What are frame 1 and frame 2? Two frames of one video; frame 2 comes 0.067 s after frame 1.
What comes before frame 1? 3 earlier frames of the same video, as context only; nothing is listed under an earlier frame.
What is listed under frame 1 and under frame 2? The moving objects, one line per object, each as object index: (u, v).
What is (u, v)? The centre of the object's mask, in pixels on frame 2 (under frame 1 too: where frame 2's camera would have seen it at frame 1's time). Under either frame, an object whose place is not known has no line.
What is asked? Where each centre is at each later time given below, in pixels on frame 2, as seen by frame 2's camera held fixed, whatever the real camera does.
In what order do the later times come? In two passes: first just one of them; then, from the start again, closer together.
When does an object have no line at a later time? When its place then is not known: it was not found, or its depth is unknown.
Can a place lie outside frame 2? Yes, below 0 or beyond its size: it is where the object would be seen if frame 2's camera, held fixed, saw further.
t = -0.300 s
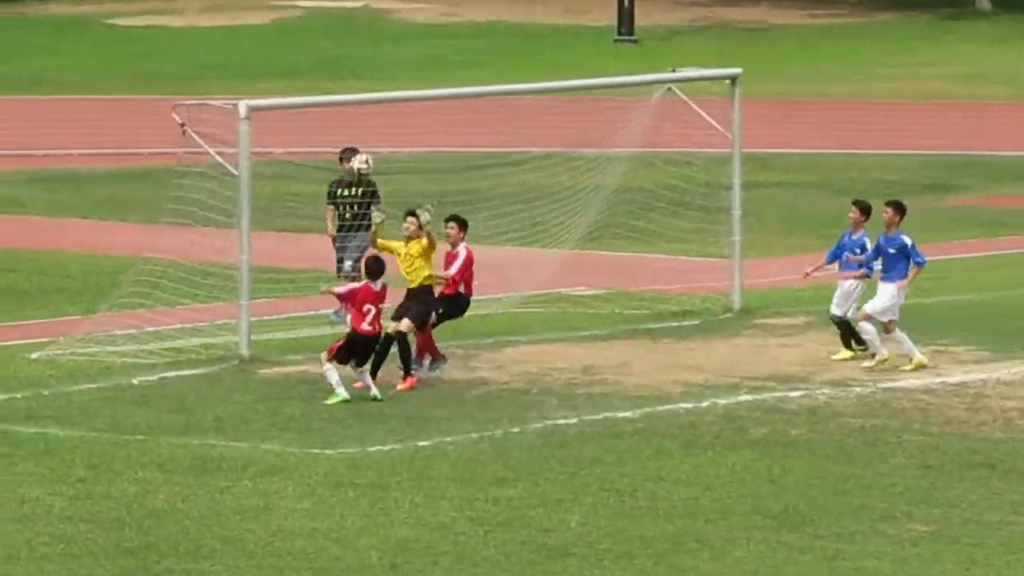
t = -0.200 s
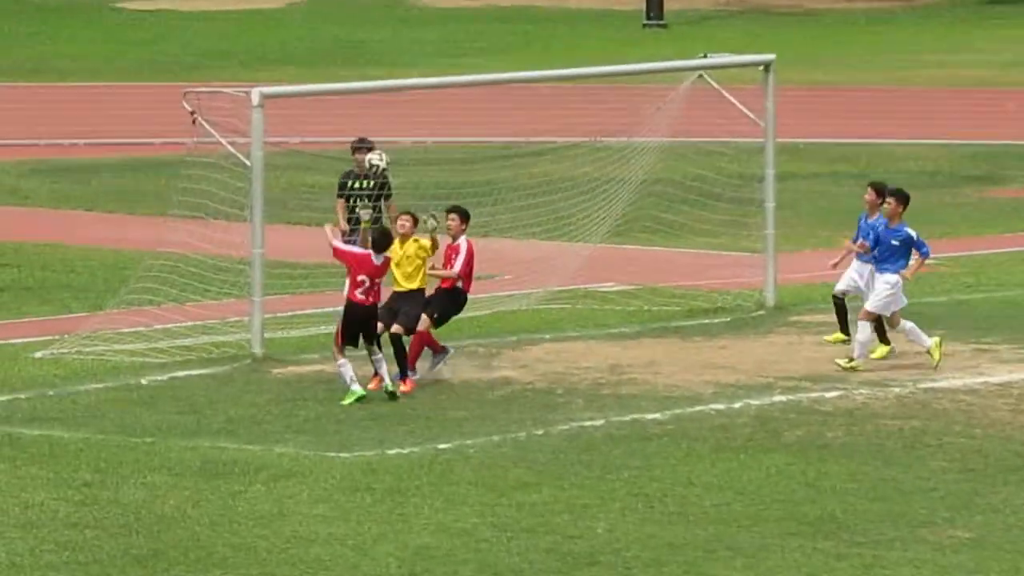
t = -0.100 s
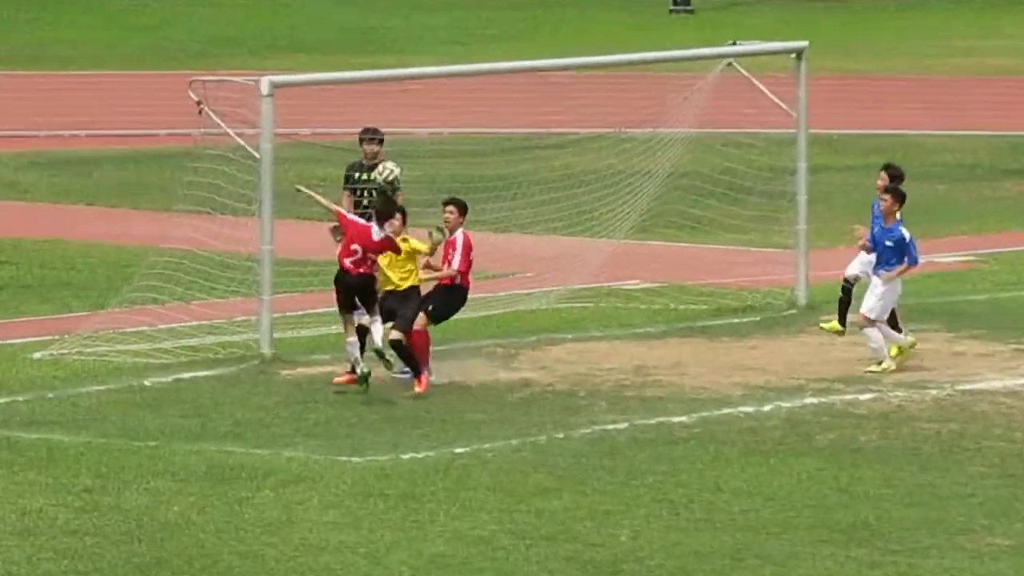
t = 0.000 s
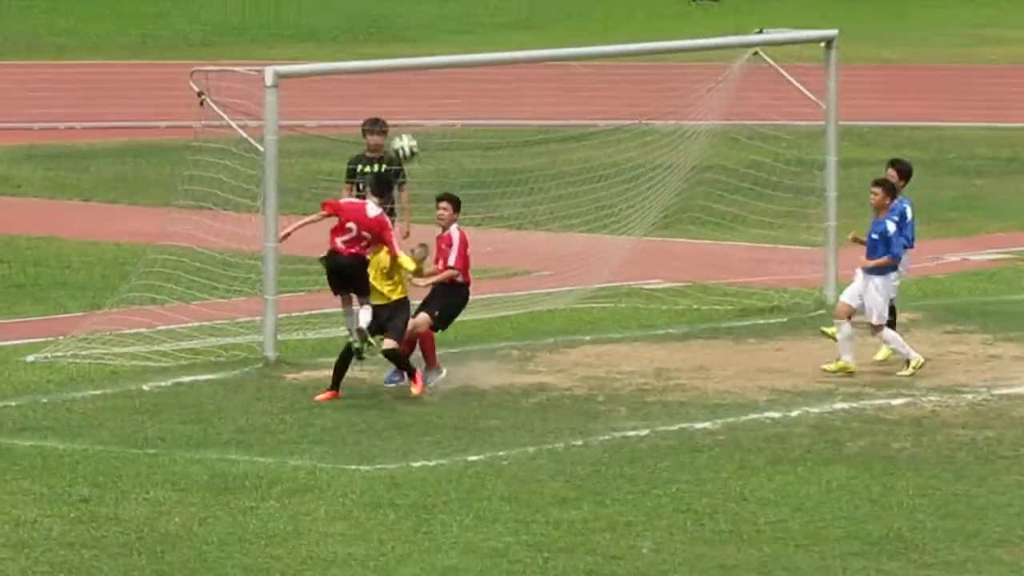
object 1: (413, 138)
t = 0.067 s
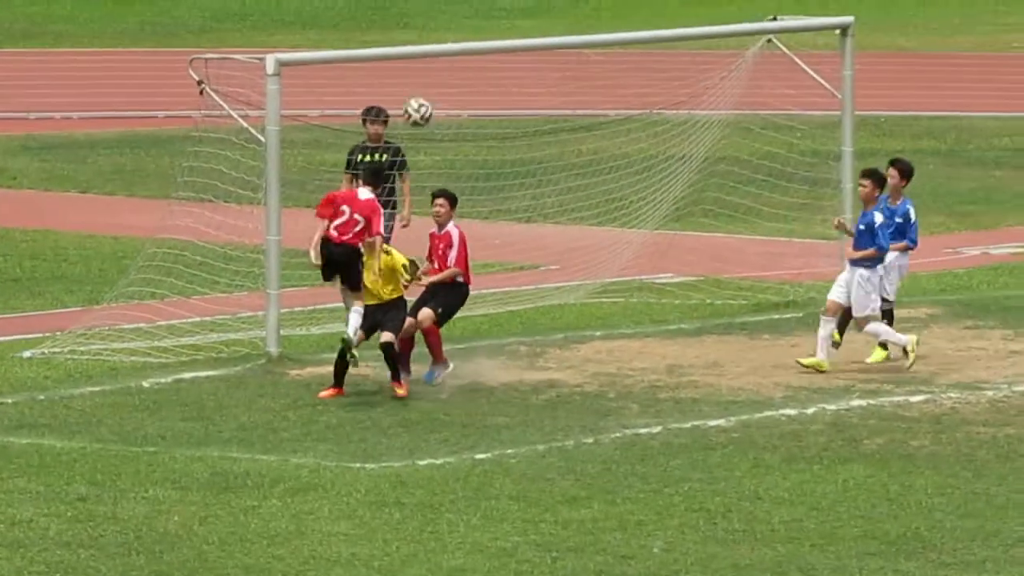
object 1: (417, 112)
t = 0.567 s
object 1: (480, 93)
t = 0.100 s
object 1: (422, 102)
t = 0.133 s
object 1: (428, 92)
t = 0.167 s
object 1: (431, 84)
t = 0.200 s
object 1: (436, 77)
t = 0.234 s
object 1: (439, 71)
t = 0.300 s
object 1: (446, 66)
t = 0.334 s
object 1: (450, 64)
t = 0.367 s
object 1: (454, 63)
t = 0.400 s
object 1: (458, 65)
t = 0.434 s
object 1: (461, 67)
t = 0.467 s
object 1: (466, 72)
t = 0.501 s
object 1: (471, 78)
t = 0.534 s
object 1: (475, 84)
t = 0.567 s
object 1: (480, 93)
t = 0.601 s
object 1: (483, 103)
